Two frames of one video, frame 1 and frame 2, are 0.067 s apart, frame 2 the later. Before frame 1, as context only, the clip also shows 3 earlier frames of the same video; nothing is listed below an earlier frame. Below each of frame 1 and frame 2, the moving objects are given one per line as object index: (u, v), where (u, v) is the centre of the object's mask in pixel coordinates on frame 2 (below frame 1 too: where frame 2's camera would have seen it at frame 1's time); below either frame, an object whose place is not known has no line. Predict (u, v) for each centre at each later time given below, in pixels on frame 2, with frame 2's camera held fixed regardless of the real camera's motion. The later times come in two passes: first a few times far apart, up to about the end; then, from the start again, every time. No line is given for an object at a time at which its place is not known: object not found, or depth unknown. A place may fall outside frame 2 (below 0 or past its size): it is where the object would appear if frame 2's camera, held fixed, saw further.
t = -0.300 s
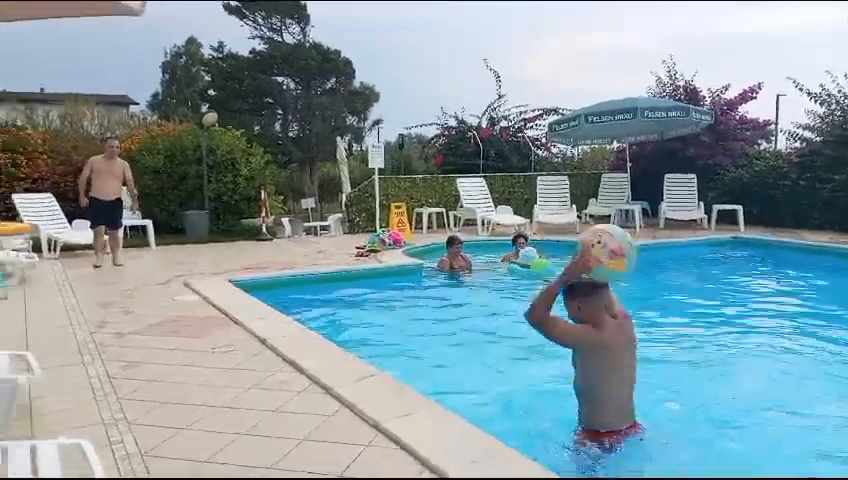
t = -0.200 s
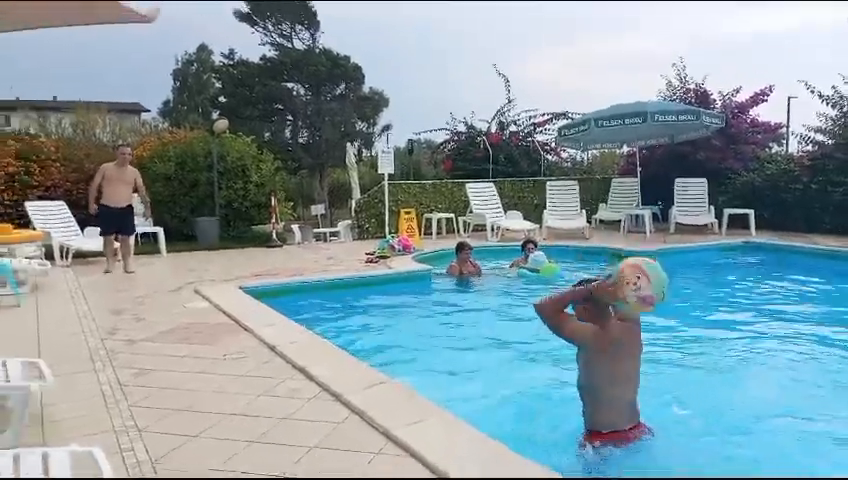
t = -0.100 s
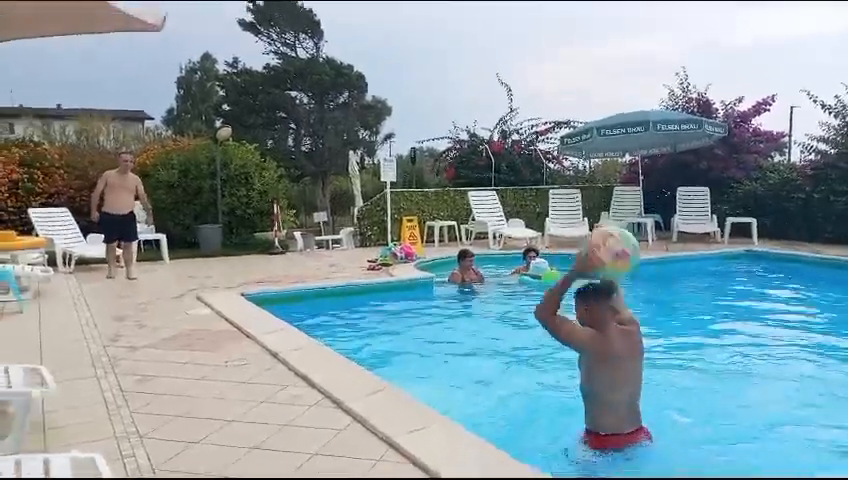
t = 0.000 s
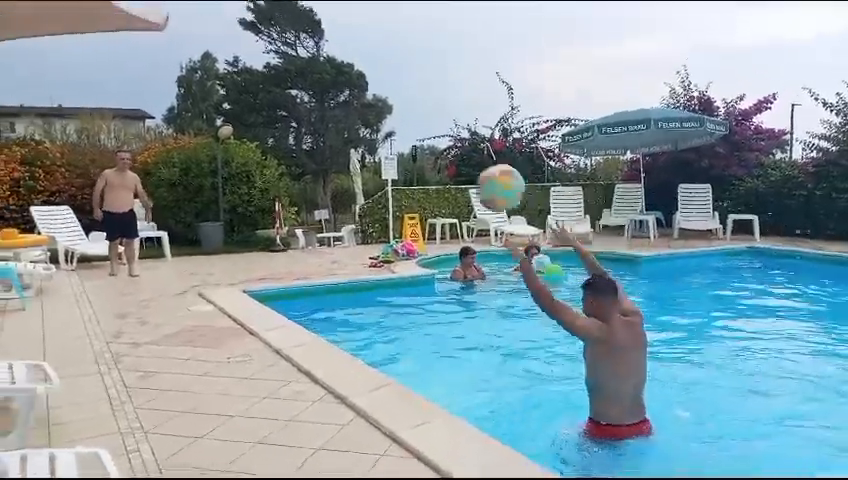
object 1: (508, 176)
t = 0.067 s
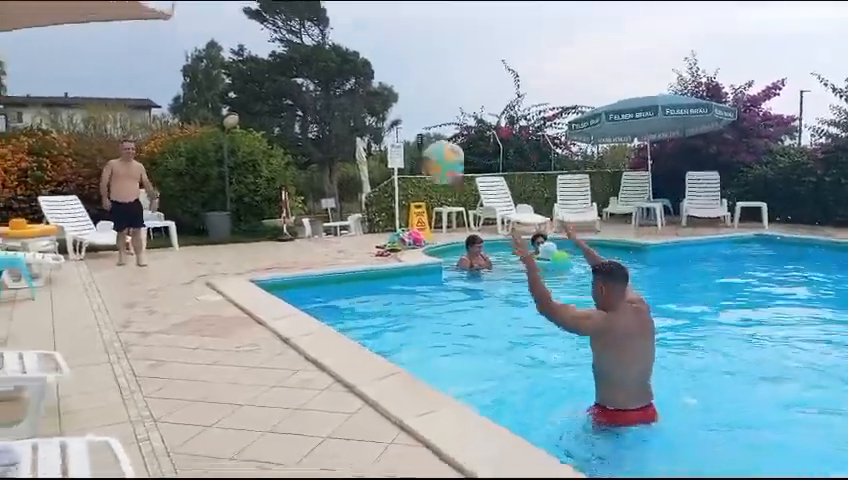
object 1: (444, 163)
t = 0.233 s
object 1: (339, 160)
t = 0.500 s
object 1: (253, 186)
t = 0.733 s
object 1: (204, 233)
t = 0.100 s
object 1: (416, 159)
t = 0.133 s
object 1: (394, 157)
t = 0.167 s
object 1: (373, 156)
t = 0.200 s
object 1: (355, 157)
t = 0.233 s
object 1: (339, 160)
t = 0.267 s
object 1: (324, 162)
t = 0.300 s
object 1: (311, 164)
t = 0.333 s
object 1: (299, 166)
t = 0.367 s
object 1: (288, 170)
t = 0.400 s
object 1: (278, 172)
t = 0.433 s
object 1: (269, 176)
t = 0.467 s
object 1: (261, 181)
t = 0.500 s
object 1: (253, 186)
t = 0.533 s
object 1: (245, 192)
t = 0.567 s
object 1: (238, 198)
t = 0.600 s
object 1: (230, 204)
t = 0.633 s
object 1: (223, 212)
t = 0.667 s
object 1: (217, 219)
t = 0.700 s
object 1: (210, 226)
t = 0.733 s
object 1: (204, 233)
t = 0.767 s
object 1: (198, 241)
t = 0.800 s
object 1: (191, 249)
